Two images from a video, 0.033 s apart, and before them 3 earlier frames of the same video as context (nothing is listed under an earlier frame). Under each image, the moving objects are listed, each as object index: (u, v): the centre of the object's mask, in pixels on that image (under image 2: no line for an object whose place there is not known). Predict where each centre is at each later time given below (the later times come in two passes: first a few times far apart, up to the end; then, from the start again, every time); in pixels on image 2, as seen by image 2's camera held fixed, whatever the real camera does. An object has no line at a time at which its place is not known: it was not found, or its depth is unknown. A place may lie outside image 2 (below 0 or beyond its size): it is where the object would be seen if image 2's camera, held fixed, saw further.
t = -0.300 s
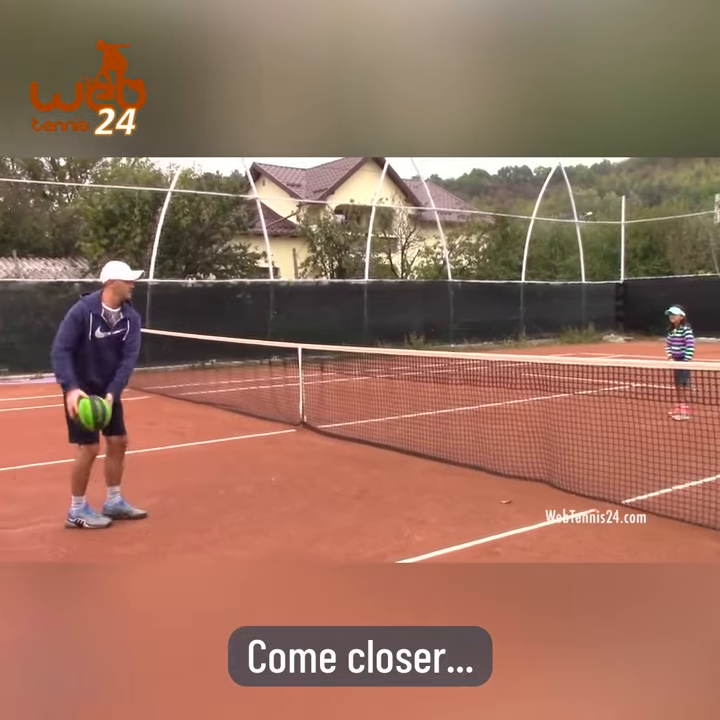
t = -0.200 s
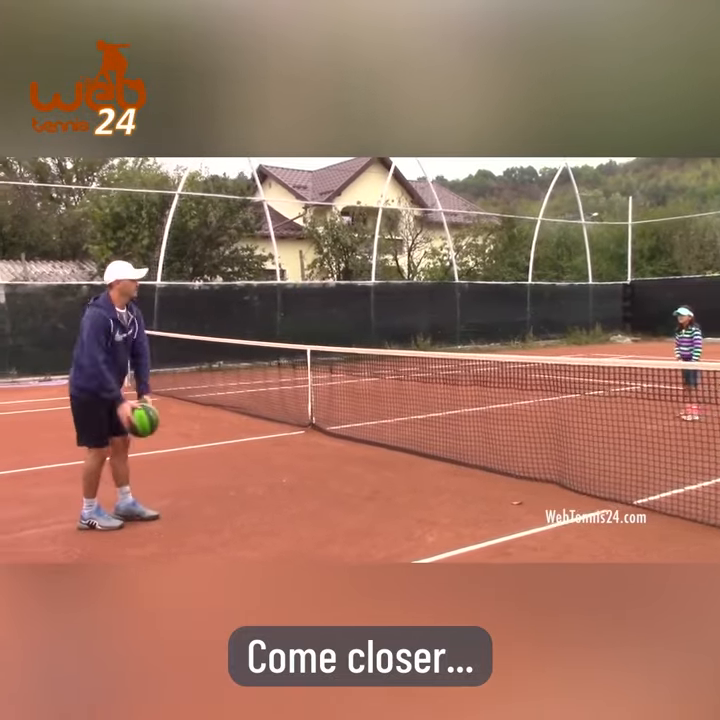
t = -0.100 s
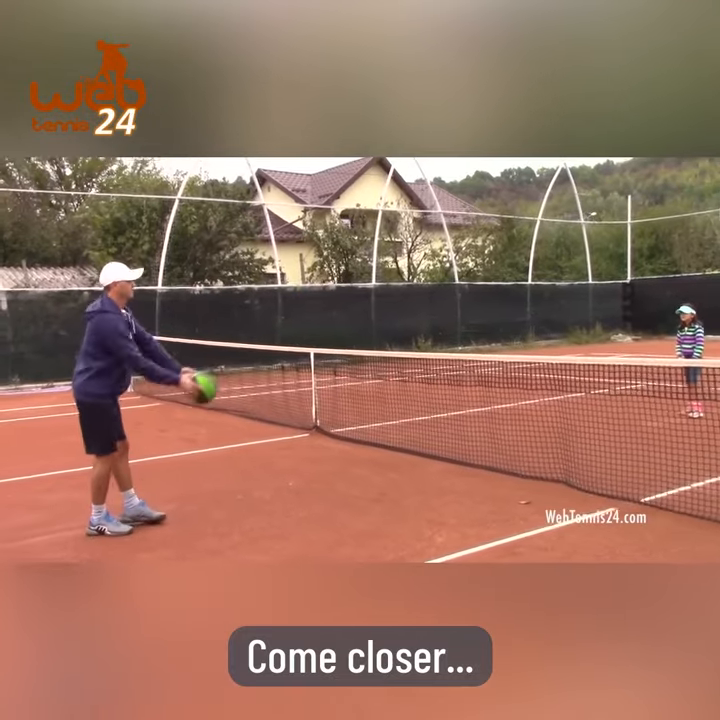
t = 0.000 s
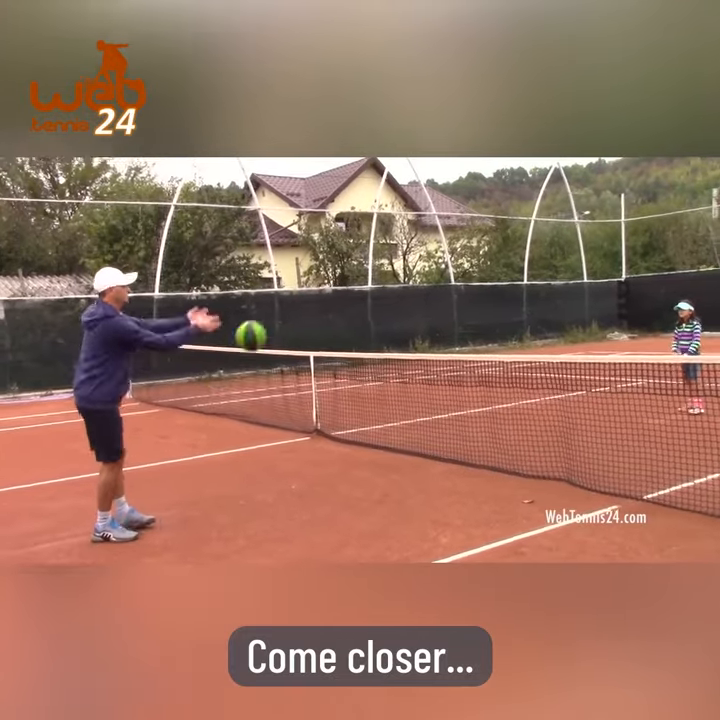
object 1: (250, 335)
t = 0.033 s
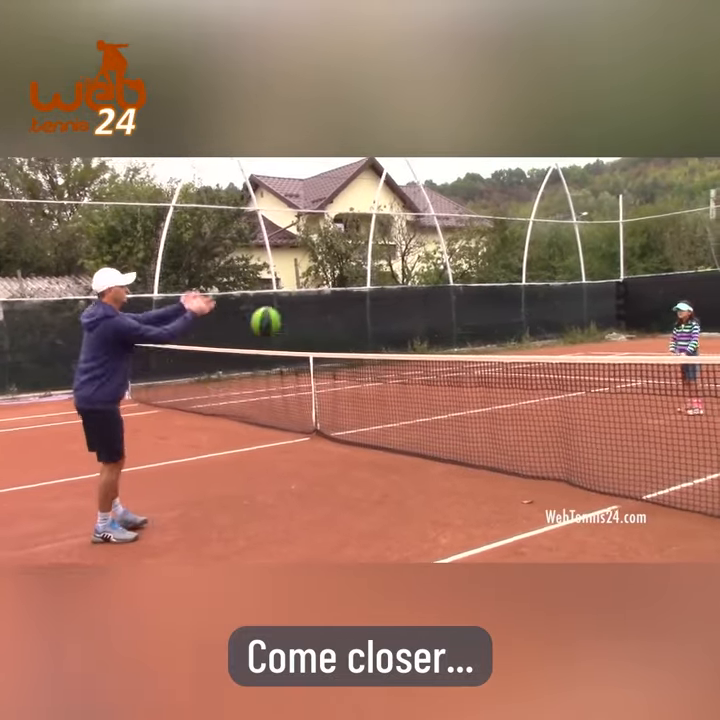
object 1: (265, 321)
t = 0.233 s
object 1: (351, 265)
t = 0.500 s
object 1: (445, 275)
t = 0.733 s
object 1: (507, 340)
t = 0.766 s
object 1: (514, 348)
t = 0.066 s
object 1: (281, 308)
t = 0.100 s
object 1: (296, 297)
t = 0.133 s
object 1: (311, 286)
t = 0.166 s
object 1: (325, 278)
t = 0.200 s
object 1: (338, 271)
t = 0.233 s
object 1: (351, 265)
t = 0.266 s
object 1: (364, 263)
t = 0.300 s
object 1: (377, 260)
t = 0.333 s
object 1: (389, 259)
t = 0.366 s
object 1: (401, 261)
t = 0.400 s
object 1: (412, 264)
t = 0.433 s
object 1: (423, 265)
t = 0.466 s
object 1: (435, 267)
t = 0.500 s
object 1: (445, 275)
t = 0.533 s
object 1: (454, 281)
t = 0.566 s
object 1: (464, 288)
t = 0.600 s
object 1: (473, 297)
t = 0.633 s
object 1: (481, 306)
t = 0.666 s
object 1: (487, 317)
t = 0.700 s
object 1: (498, 328)
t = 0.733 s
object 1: (507, 340)
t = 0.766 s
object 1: (514, 348)
